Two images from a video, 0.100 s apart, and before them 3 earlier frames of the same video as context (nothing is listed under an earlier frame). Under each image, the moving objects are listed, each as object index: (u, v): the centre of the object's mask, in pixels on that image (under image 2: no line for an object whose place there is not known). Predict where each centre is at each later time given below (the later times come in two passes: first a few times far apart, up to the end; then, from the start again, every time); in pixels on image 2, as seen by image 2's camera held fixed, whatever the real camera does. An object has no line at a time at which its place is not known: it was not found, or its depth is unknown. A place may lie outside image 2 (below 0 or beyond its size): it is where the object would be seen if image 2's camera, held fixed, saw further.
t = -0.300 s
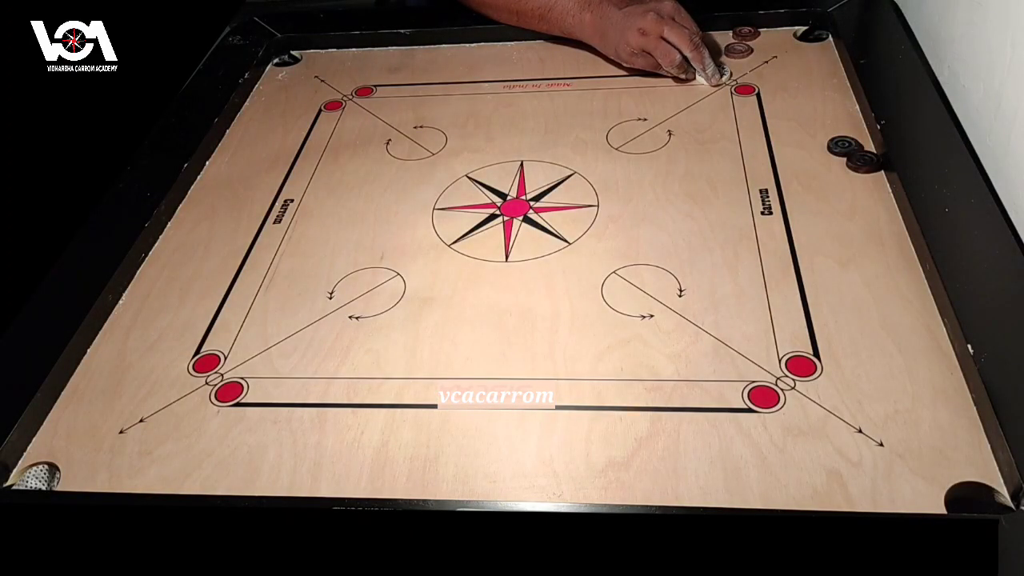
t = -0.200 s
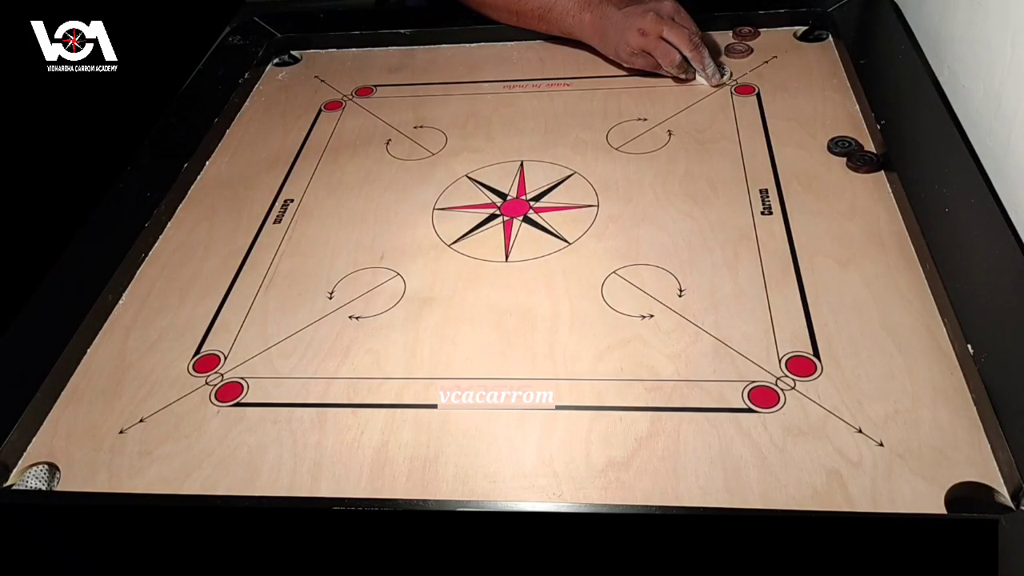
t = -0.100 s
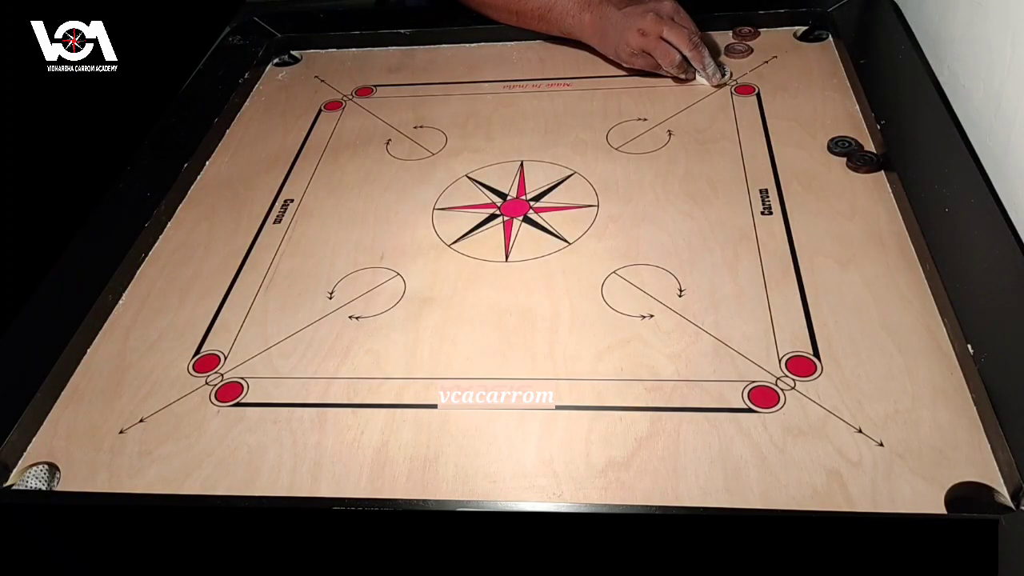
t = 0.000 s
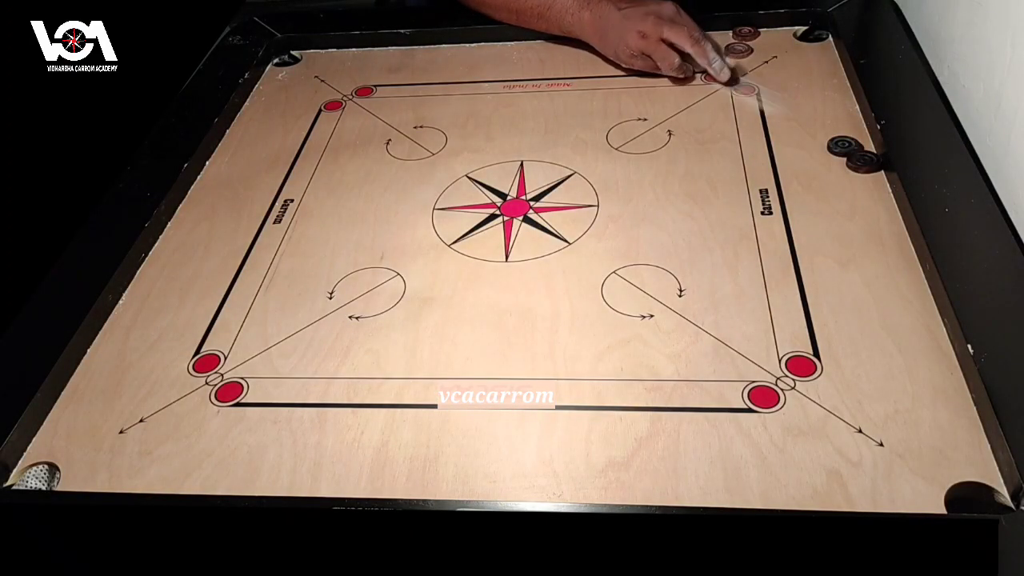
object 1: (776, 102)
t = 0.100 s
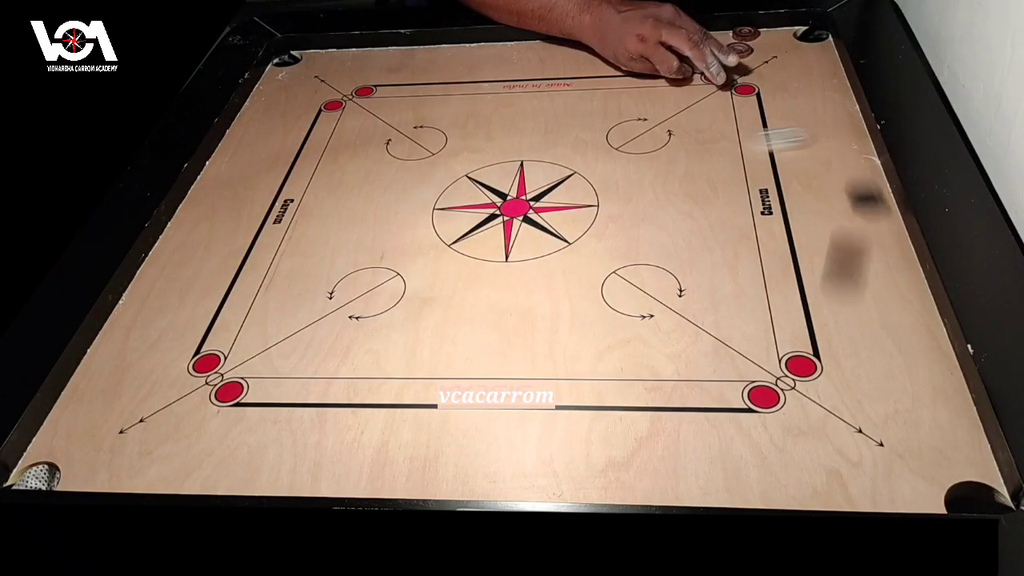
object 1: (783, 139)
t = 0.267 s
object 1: (577, 167)
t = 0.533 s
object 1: (274, 210)
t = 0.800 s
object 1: (326, 237)
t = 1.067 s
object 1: (531, 260)
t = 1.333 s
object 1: (721, 284)
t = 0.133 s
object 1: (738, 145)
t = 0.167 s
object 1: (697, 152)
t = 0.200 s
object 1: (658, 157)
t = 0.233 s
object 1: (616, 164)
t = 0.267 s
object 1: (577, 167)
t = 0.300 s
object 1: (540, 173)
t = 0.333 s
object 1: (498, 175)
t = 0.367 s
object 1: (459, 186)
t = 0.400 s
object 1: (422, 189)
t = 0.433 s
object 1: (387, 194)
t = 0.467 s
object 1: (348, 200)
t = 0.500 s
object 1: (315, 205)
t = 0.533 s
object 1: (274, 210)
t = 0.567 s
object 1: (238, 216)
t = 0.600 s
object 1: (203, 221)
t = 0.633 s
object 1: (198, 226)
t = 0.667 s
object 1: (221, 228)
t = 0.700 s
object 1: (246, 230)
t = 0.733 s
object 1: (275, 232)
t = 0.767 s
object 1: (300, 235)
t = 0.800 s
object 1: (326, 237)
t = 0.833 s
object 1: (351, 240)
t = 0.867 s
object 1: (377, 243)
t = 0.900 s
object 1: (403, 245)
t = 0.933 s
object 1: (428, 249)
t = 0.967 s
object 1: (454, 251)
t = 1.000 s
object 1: (480, 254)
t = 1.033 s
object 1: (505, 257)
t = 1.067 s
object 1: (531, 260)
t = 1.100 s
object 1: (558, 264)
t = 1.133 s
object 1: (581, 266)
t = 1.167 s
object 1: (604, 269)
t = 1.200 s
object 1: (629, 272)
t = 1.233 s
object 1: (653, 276)
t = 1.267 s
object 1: (676, 279)
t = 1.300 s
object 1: (700, 281)
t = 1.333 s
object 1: (721, 284)
